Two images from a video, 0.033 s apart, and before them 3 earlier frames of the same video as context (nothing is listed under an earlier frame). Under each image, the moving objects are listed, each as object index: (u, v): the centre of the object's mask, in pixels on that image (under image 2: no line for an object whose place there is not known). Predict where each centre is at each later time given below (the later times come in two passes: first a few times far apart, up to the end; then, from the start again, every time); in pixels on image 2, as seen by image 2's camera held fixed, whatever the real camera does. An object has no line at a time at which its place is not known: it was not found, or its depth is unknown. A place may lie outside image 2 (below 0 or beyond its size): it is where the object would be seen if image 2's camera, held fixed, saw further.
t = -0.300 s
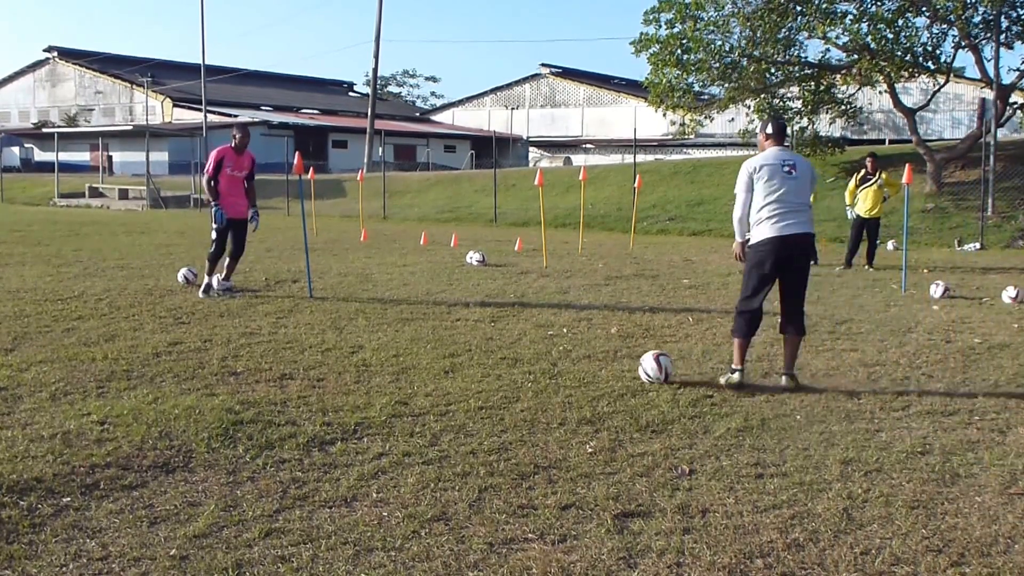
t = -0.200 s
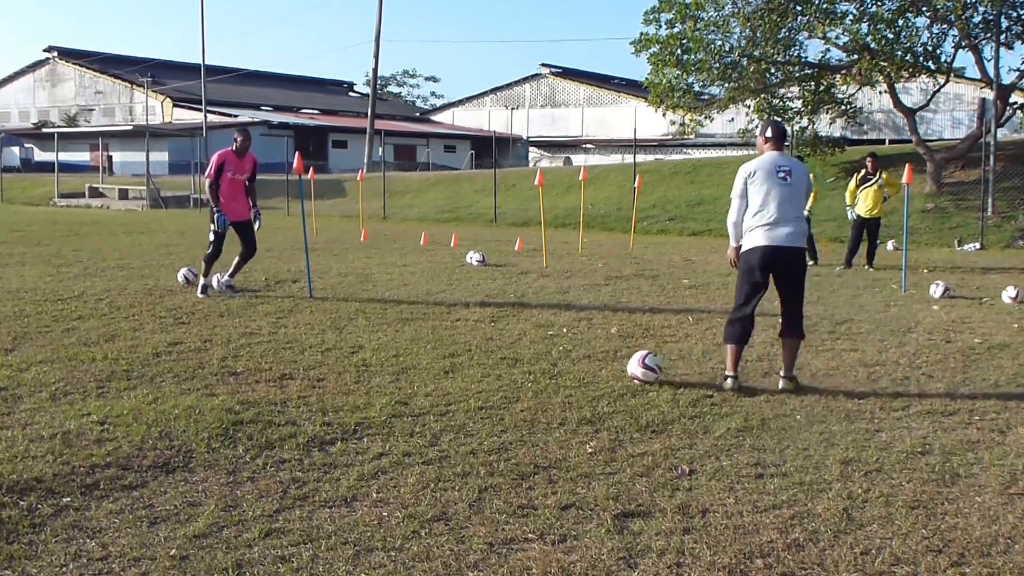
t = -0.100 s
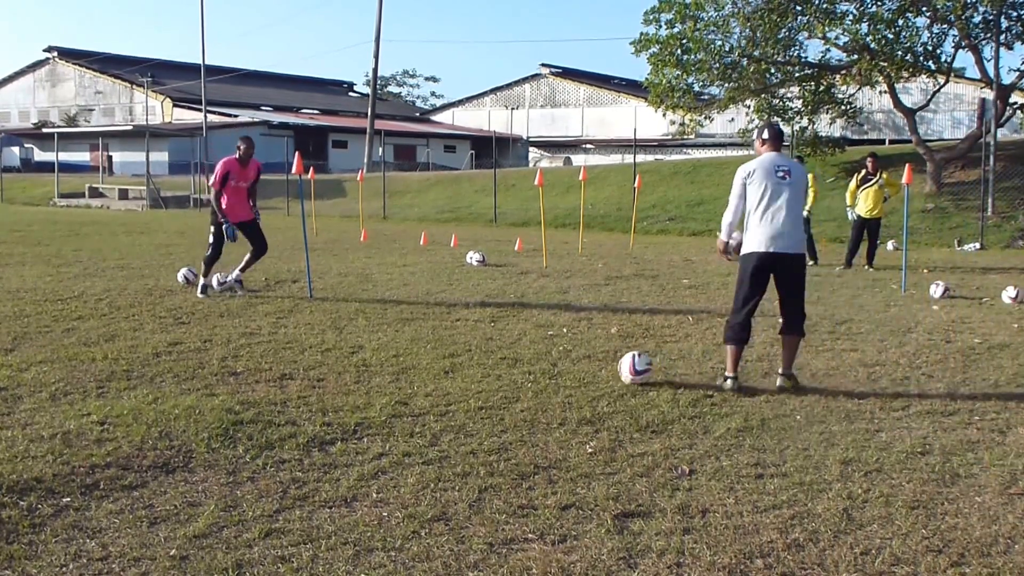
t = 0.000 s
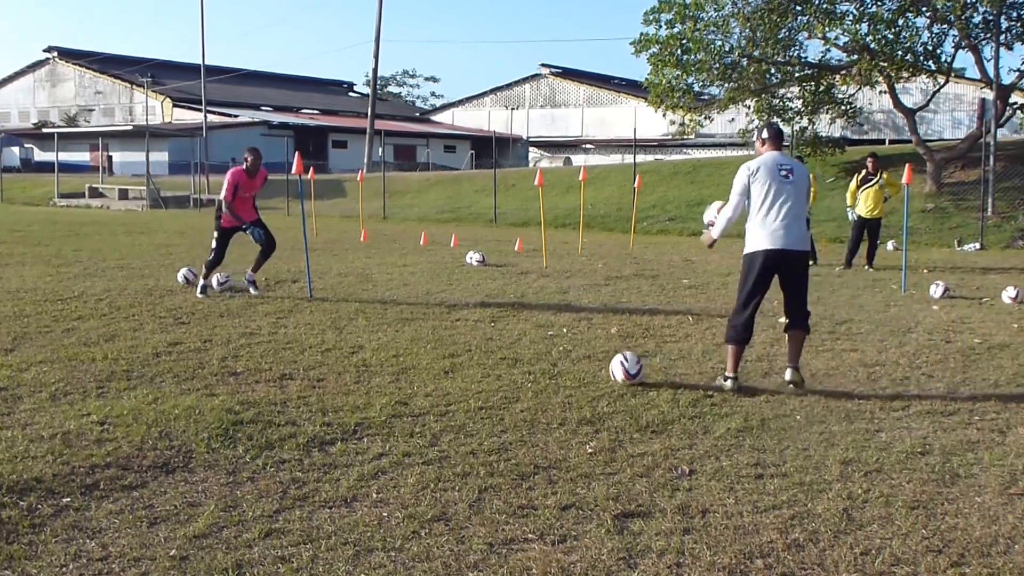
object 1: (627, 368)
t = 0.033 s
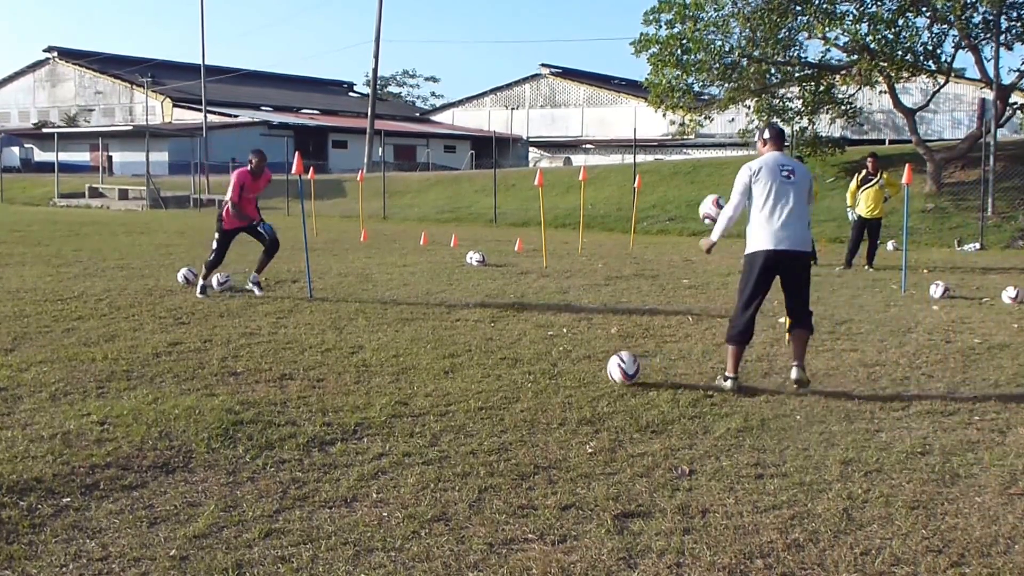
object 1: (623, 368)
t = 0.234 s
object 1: (609, 370)
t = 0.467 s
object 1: (593, 370)
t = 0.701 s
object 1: (584, 369)
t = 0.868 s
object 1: (582, 369)
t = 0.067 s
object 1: (621, 368)
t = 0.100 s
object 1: (619, 369)
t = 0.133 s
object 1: (616, 369)
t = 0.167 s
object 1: (614, 369)
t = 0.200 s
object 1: (611, 370)
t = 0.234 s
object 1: (609, 370)
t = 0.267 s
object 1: (607, 370)
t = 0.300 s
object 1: (604, 370)
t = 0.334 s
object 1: (603, 370)
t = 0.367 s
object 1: (600, 370)
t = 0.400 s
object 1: (598, 370)
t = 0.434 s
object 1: (596, 370)
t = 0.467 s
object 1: (593, 370)
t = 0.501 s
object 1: (591, 370)
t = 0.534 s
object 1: (589, 370)
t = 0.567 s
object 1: (587, 370)
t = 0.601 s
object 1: (587, 370)
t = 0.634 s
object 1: (586, 369)
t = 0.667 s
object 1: (584, 369)
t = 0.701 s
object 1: (584, 369)
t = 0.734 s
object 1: (583, 369)
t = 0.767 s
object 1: (583, 369)
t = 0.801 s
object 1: (583, 369)
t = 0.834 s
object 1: (582, 369)
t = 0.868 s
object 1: (582, 369)
